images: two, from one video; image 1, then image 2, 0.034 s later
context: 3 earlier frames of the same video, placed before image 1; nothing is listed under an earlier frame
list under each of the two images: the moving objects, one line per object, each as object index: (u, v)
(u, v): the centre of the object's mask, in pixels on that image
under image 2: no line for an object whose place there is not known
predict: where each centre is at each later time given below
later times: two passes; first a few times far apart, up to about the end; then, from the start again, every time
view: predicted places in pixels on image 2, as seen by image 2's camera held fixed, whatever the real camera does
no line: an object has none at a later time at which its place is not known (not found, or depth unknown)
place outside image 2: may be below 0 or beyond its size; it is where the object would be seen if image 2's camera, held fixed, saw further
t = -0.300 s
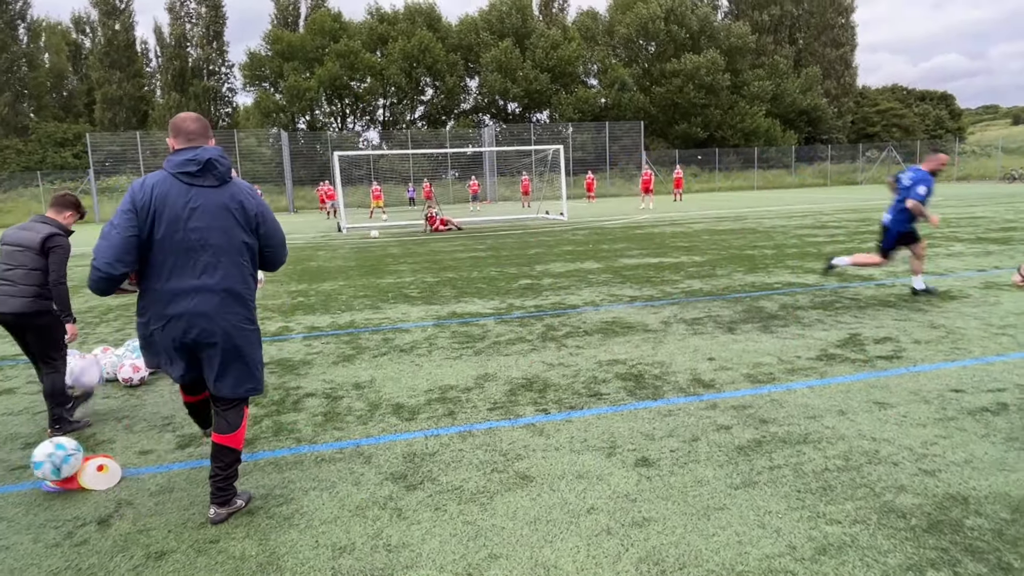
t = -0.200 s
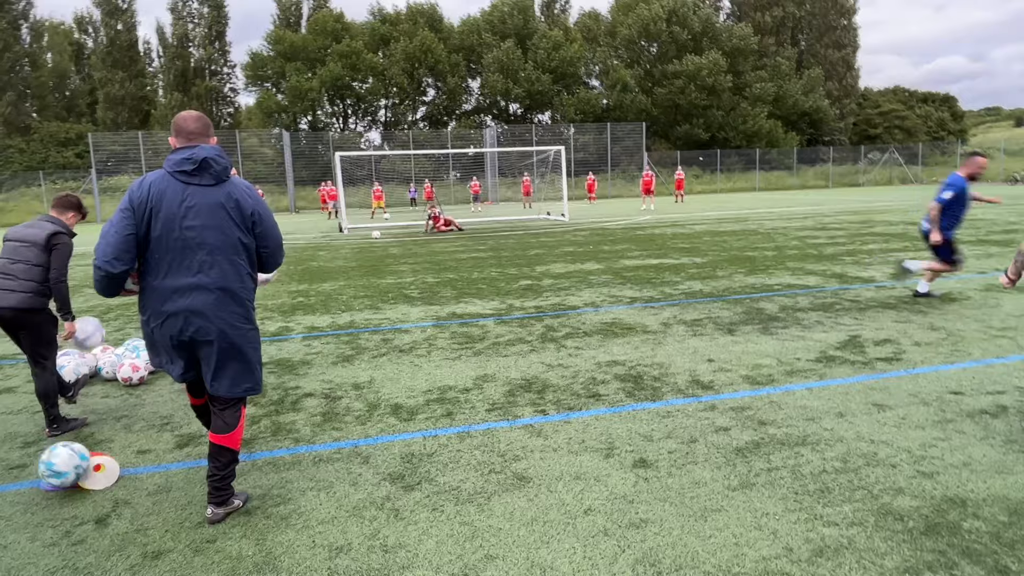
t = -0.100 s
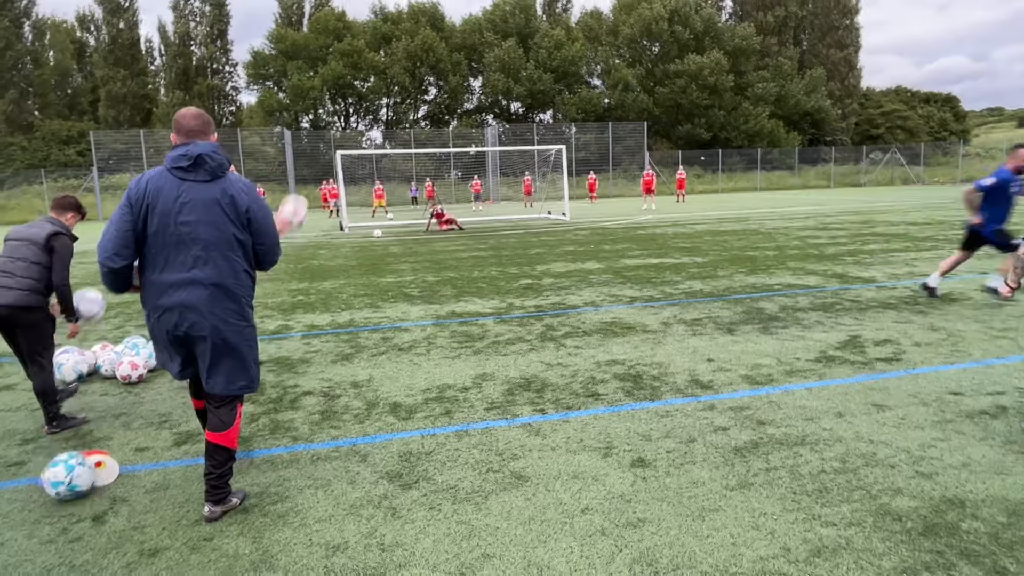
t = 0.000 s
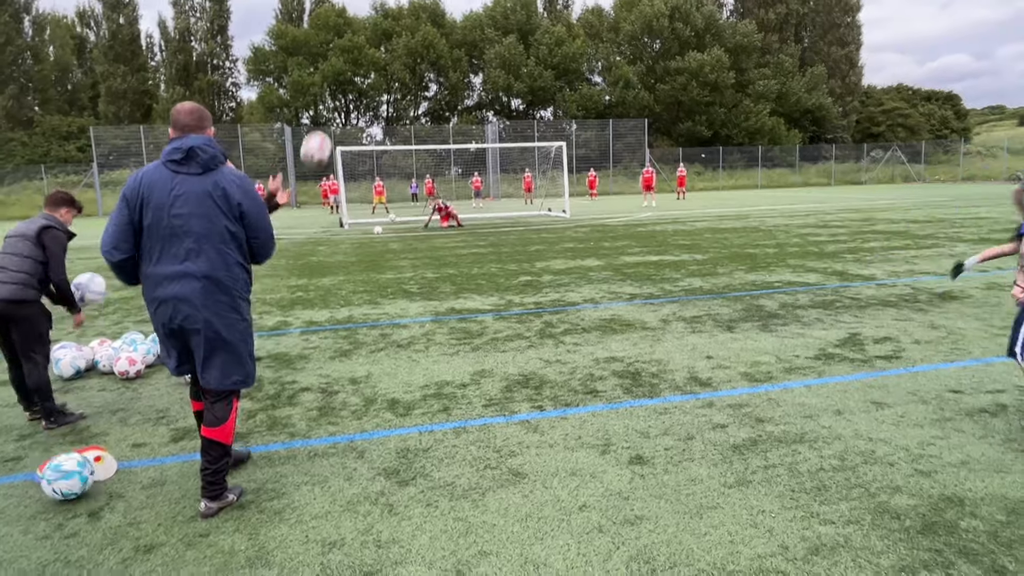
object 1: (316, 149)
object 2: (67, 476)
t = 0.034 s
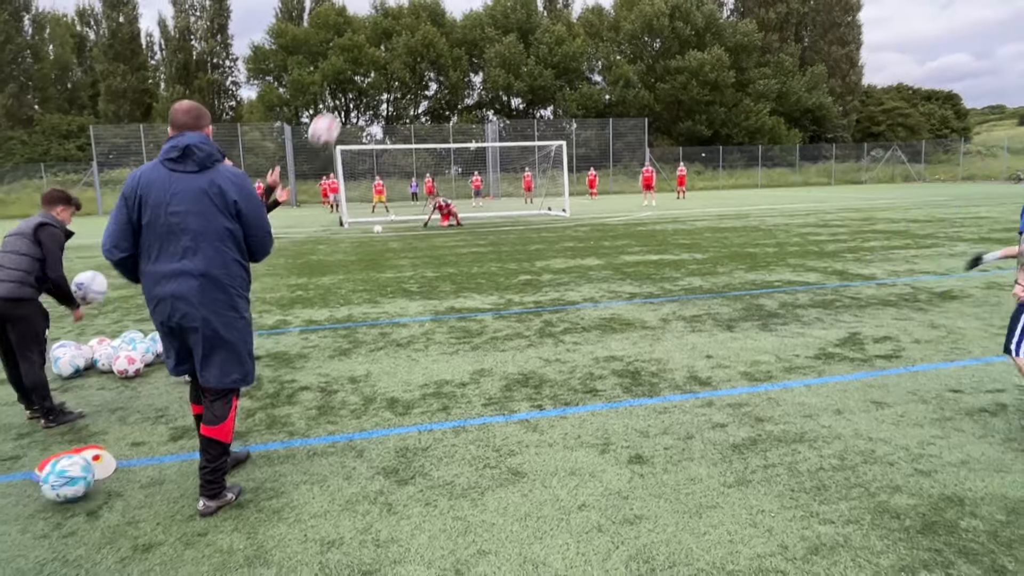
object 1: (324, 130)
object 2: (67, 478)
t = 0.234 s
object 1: (377, 58)
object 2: (77, 488)
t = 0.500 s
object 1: (452, 49)
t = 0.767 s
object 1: (526, 130)
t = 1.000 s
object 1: (585, 262)
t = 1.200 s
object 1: (620, 283)
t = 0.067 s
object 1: (332, 115)
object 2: (68, 479)
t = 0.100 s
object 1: (341, 99)
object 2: (70, 481)
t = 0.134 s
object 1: (350, 88)
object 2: (71, 483)
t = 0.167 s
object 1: (359, 77)
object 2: (73, 485)
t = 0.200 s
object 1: (367, 67)
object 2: (74, 487)
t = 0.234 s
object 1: (377, 58)
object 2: (77, 488)
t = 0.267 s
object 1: (386, 52)
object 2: (79, 489)
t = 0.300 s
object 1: (395, 47)
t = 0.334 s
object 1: (404, 43)
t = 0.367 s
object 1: (414, 41)
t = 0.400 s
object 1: (423, 41)
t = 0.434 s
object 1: (433, 42)
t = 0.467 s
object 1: (443, 44)
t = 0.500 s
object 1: (452, 49)
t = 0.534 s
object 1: (462, 54)
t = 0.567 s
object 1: (471, 61)
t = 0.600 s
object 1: (481, 70)
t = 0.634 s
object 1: (489, 79)
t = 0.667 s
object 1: (499, 90)
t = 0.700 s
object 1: (508, 103)
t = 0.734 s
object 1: (517, 116)
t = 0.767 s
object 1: (526, 130)
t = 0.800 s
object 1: (535, 146)
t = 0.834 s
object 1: (543, 162)
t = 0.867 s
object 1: (552, 181)
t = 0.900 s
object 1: (560, 200)
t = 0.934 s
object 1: (569, 220)
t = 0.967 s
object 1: (577, 240)
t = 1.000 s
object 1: (585, 262)
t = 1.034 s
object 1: (593, 284)
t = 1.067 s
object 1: (600, 307)
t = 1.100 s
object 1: (607, 328)
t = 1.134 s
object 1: (612, 313)
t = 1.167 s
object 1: (616, 297)
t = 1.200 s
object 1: (620, 283)
